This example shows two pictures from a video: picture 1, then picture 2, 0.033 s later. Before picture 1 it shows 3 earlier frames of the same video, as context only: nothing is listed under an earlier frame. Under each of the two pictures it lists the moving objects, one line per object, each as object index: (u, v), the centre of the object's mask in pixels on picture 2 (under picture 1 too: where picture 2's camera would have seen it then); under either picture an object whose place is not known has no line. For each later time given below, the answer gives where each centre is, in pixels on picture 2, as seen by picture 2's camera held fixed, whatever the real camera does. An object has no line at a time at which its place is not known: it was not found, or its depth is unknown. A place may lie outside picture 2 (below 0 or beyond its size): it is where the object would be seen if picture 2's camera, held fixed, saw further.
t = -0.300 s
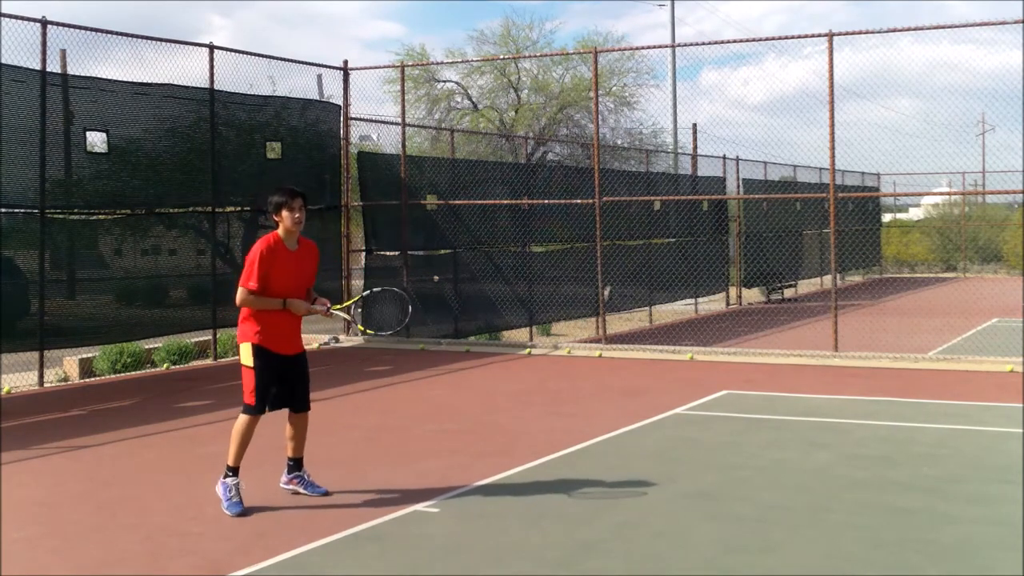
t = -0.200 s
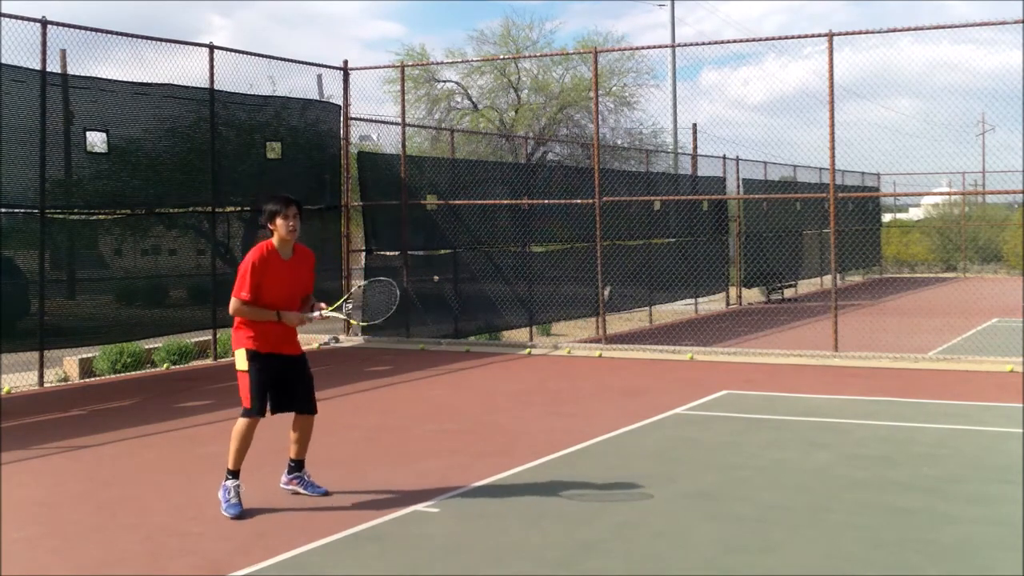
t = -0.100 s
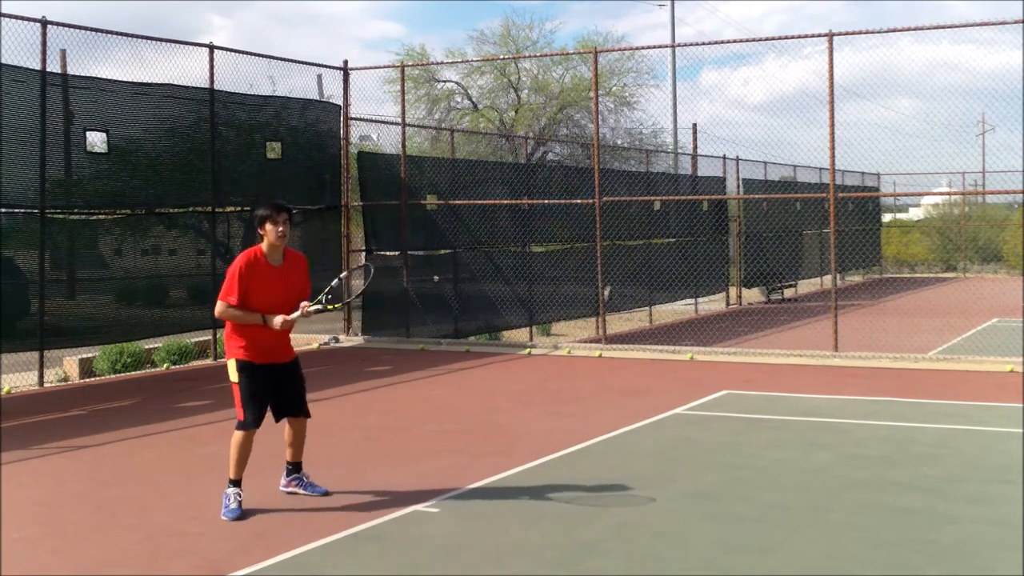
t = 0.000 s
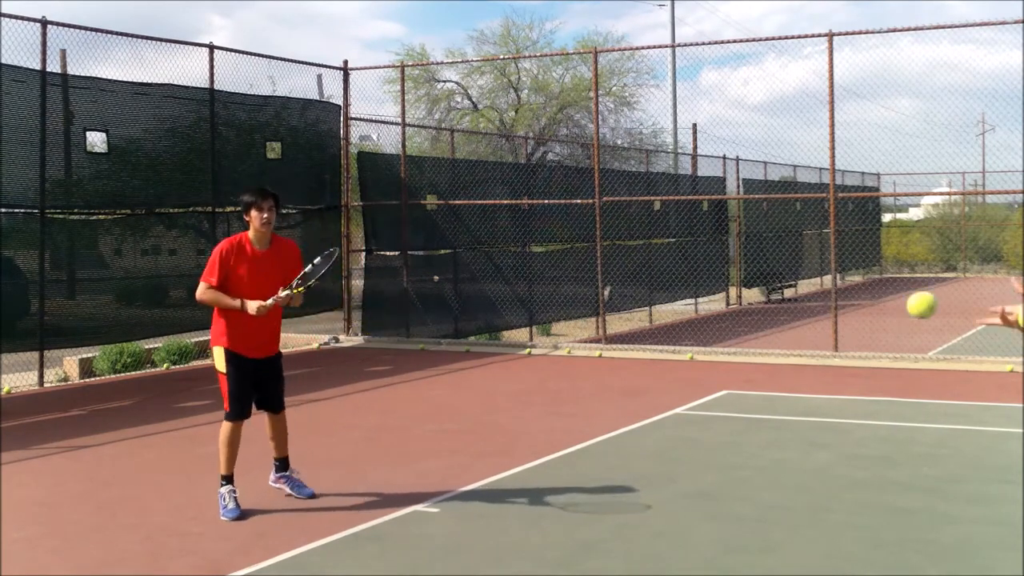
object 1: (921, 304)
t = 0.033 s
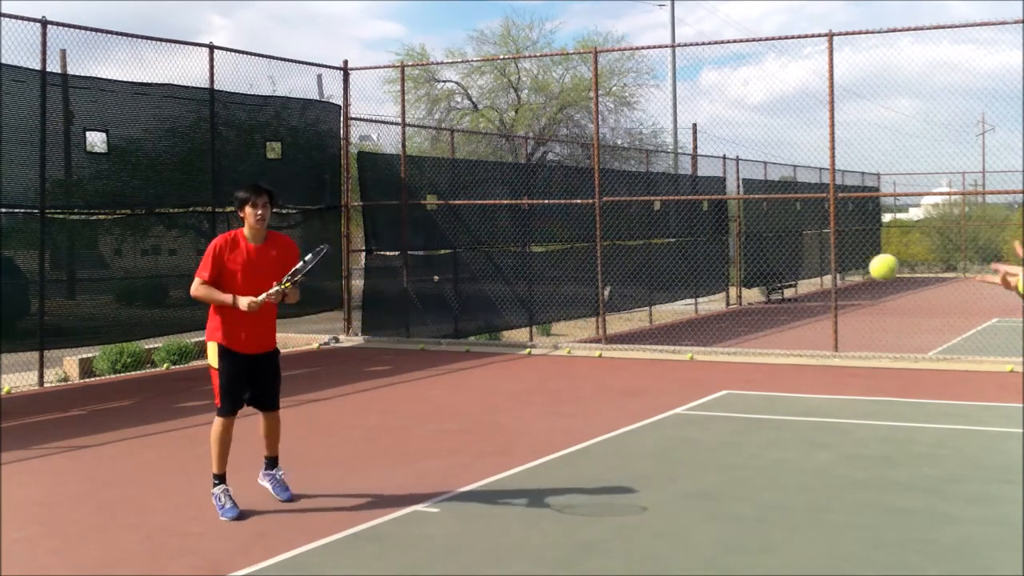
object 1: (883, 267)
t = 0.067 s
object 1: (847, 234)
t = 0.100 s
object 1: (811, 207)
